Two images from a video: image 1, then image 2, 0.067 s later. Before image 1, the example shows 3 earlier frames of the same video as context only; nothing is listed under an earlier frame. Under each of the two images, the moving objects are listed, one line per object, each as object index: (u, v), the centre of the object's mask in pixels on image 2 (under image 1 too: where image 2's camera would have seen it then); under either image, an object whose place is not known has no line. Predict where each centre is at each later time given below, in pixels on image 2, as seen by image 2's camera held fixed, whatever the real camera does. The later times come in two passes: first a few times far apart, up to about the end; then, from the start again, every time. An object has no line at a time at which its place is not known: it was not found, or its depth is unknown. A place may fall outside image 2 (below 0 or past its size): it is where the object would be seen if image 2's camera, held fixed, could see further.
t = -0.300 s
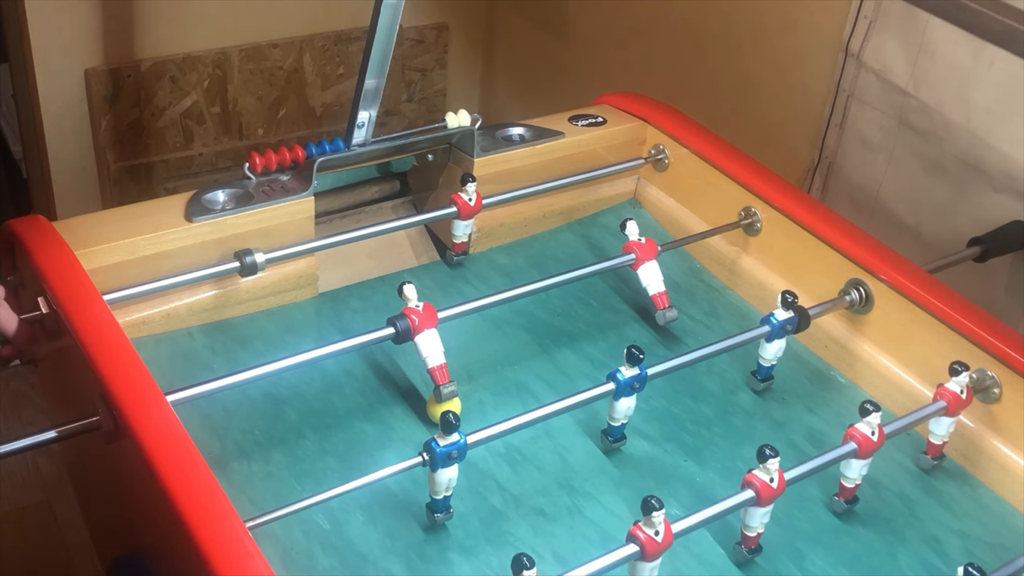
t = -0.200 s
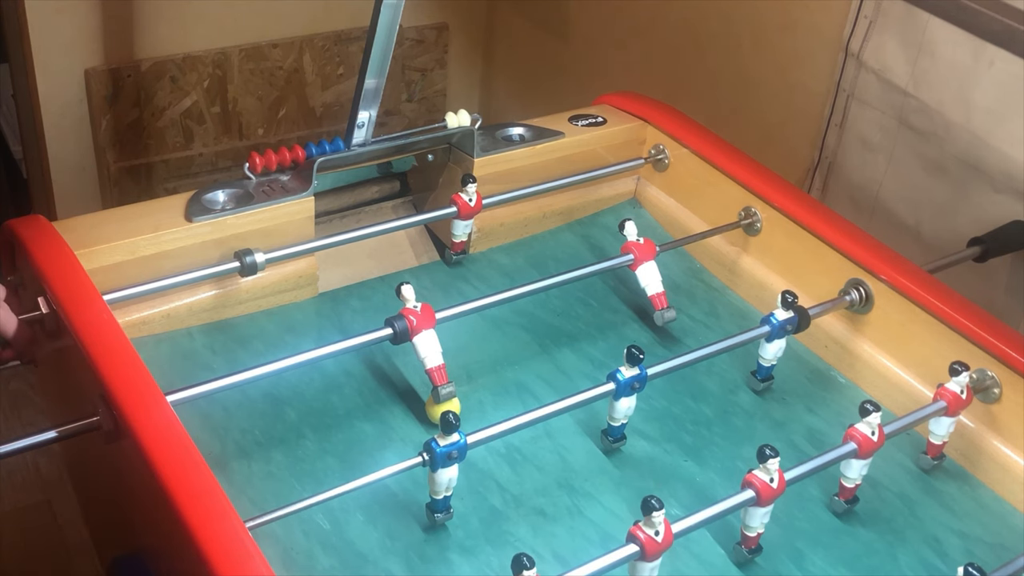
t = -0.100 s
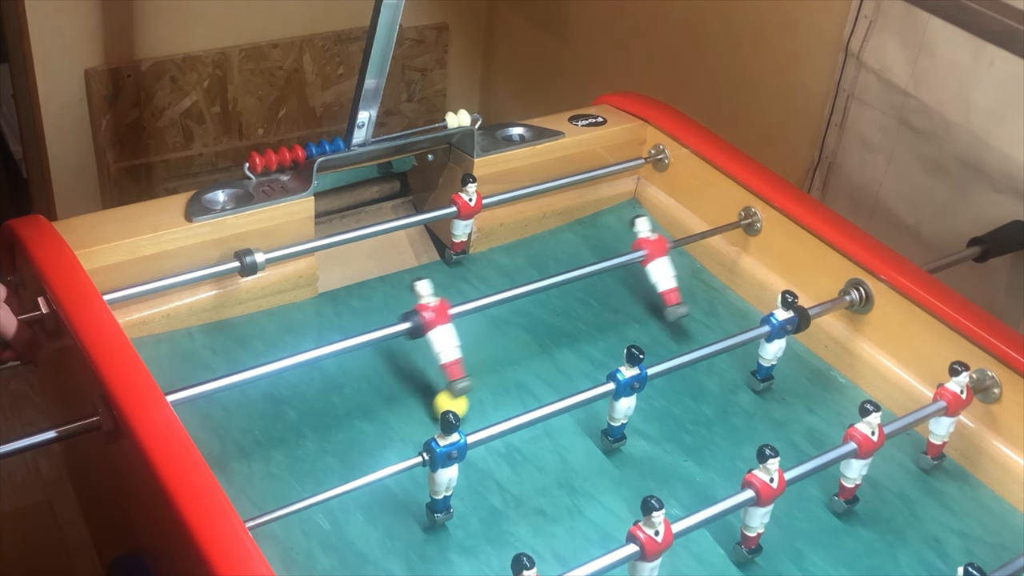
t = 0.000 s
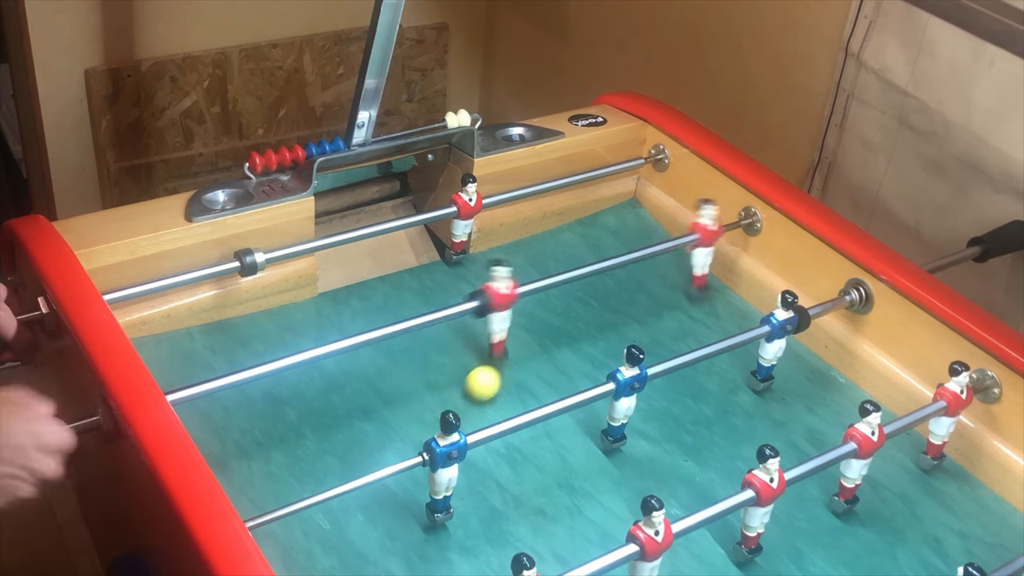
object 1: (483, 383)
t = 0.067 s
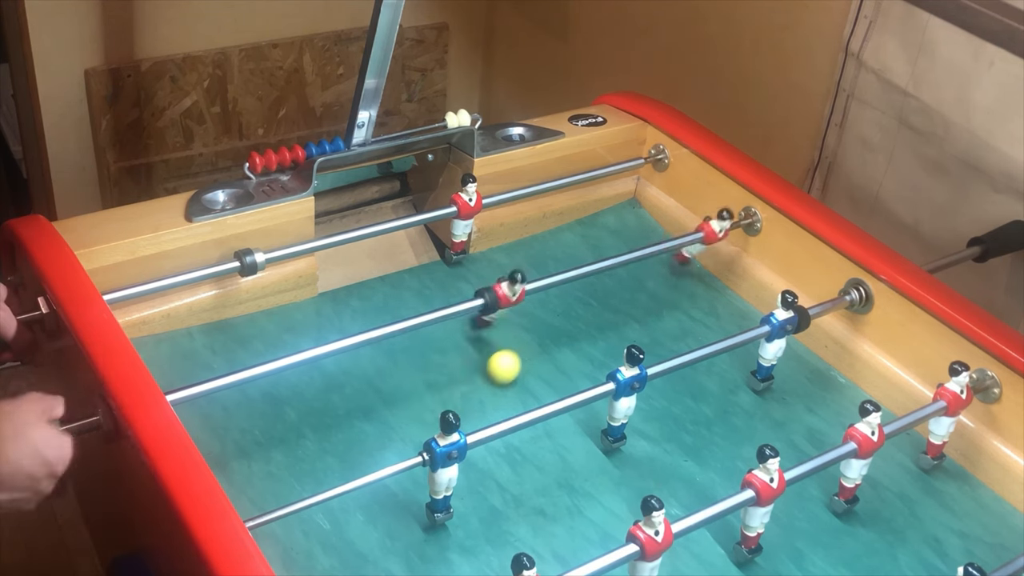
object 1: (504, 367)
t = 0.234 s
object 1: (552, 329)
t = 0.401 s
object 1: (596, 297)
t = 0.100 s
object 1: (513, 359)
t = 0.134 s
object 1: (523, 351)
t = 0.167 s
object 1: (533, 344)
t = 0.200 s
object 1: (543, 336)
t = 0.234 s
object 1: (552, 329)
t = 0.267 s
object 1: (561, 323)
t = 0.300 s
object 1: (570, 316)
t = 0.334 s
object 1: (579, 310)
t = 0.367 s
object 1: (587, 303)
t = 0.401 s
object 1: (596, 297)
